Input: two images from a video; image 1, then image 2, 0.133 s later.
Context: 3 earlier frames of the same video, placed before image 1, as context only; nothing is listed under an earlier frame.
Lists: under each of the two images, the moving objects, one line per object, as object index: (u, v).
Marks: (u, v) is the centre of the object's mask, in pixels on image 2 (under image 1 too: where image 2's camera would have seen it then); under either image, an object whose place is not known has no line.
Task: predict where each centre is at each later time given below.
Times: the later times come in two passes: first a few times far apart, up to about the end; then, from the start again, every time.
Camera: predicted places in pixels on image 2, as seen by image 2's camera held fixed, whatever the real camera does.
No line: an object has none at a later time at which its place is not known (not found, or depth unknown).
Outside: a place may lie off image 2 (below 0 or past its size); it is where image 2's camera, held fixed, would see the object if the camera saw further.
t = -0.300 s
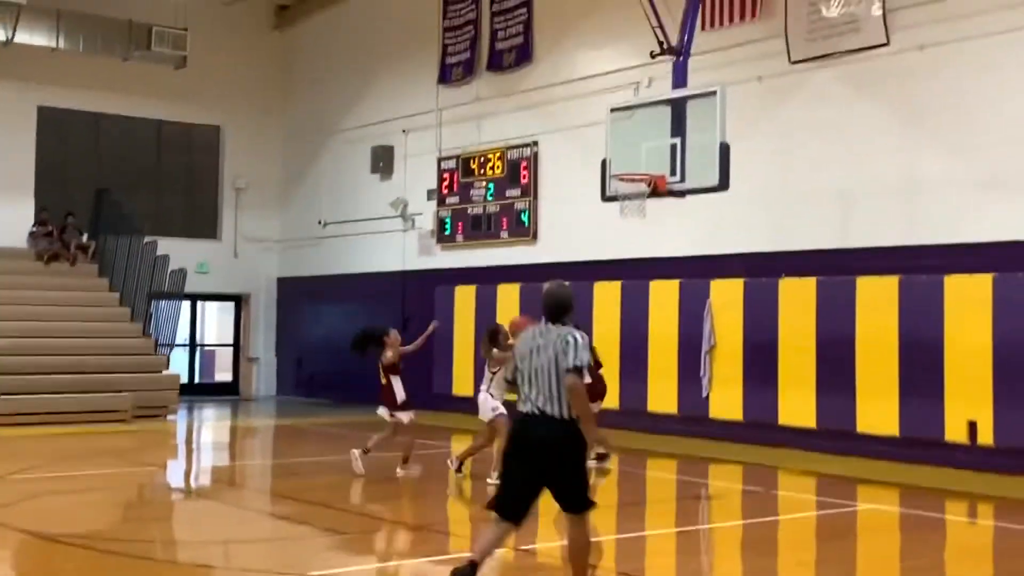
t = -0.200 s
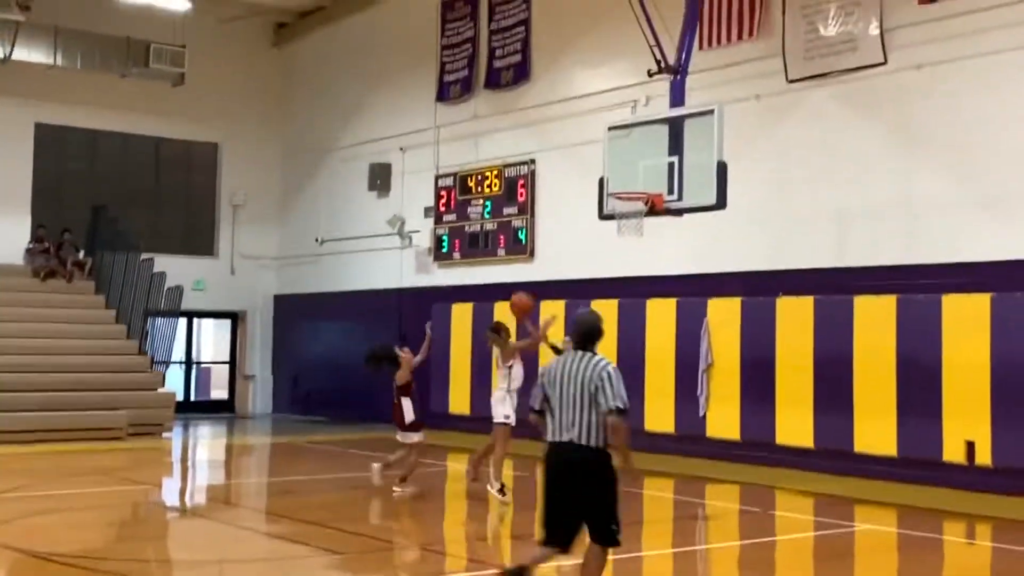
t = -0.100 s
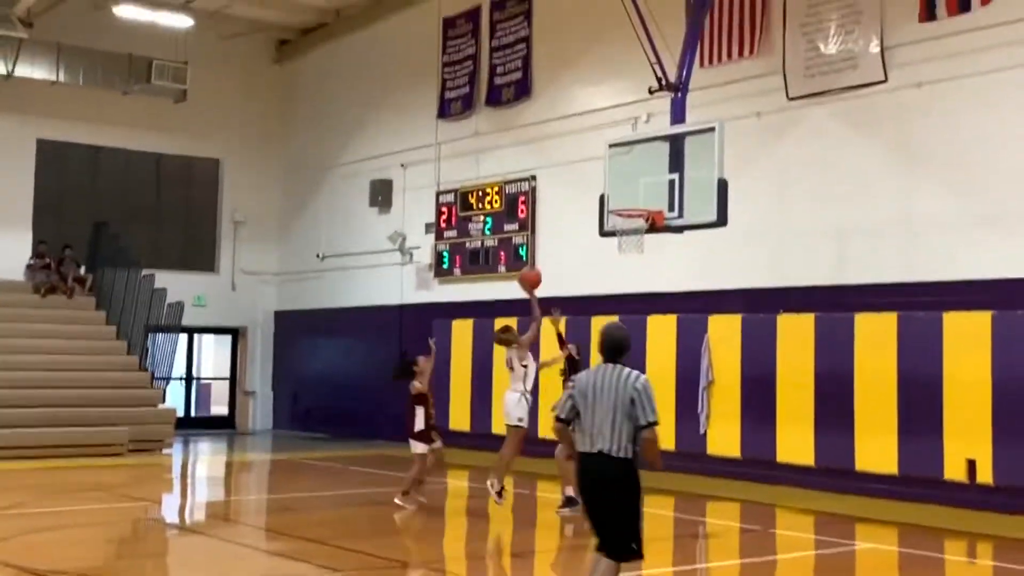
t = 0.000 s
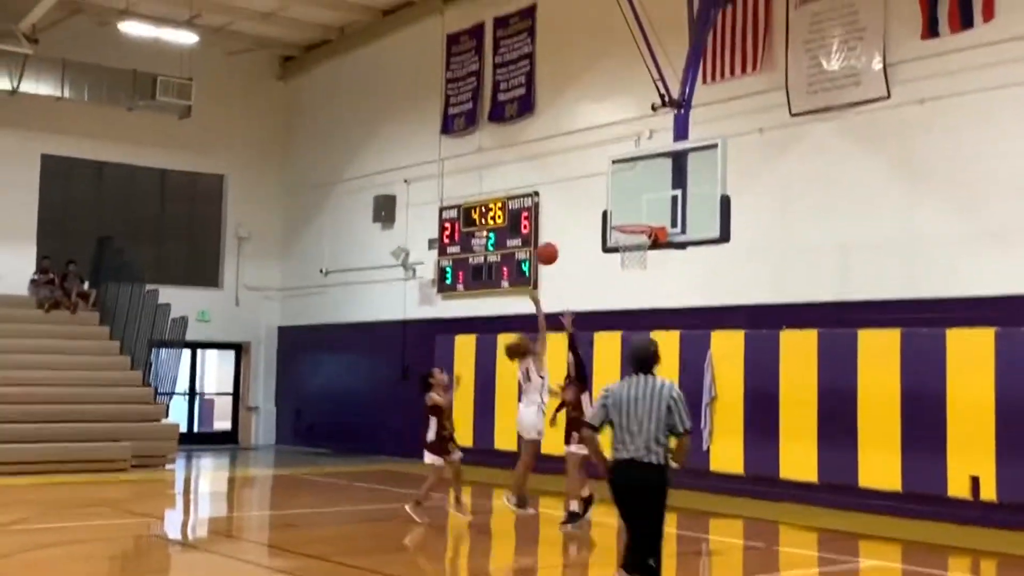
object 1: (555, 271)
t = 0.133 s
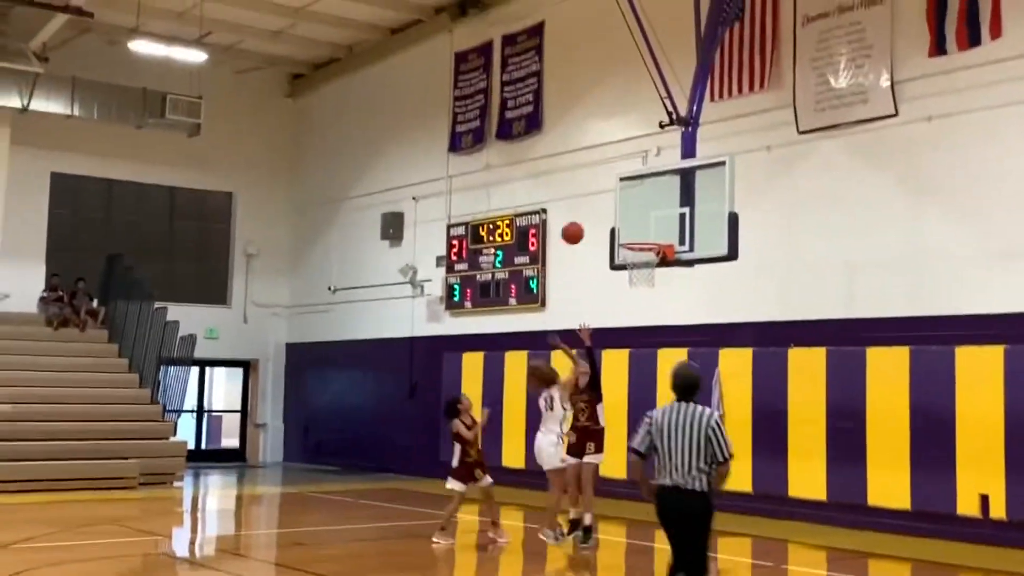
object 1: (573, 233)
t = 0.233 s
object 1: (585, 216)
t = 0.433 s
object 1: (609, 211)
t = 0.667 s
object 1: (633, 233)
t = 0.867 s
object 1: (649, 254)
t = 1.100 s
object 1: (654, 278)
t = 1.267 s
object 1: (650, 313)
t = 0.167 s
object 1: (577, 226)
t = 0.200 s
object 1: (581, 221)
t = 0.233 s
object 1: (585, 216)
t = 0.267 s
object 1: (589, 212)
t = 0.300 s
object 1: (593, 210)
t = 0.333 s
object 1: (597, 209)
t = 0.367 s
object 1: (601, 208)
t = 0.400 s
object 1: (605, 209)
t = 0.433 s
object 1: (609, 211)
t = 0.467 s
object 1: (613, 214)
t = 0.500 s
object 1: (616, 217)
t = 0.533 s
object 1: (620, 222)
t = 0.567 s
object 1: (624, 228)
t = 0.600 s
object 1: (627, 233)
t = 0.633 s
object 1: (630, 233)
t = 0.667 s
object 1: (633, 233)
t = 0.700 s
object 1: (635, 234)
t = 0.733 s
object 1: (638, 235)
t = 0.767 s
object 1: (641, 236)
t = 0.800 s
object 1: (644, 243)
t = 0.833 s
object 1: (646, 249)
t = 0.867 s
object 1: (649, 254)
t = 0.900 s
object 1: (652, 260)
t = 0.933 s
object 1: (655, 266)
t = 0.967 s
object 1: (655, 268)
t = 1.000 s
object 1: (655, 270)
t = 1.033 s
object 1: (655, 271)
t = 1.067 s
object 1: (655, 274)
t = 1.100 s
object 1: (654, 278)
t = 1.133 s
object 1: (653, 283)
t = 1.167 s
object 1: (652, 289)
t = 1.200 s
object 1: (651, 296)
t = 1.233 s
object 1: (651, 304)
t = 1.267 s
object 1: (650, 313)
